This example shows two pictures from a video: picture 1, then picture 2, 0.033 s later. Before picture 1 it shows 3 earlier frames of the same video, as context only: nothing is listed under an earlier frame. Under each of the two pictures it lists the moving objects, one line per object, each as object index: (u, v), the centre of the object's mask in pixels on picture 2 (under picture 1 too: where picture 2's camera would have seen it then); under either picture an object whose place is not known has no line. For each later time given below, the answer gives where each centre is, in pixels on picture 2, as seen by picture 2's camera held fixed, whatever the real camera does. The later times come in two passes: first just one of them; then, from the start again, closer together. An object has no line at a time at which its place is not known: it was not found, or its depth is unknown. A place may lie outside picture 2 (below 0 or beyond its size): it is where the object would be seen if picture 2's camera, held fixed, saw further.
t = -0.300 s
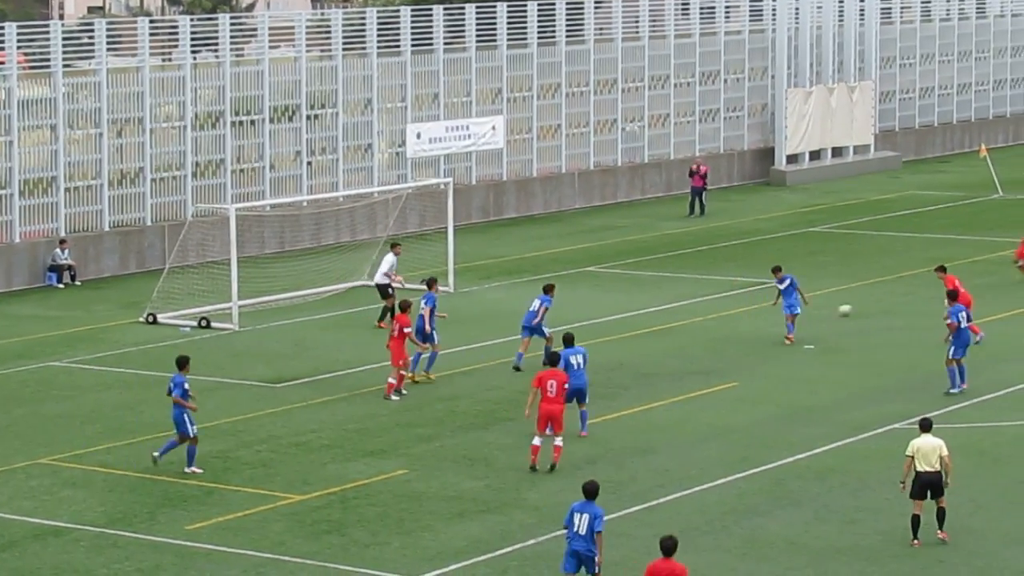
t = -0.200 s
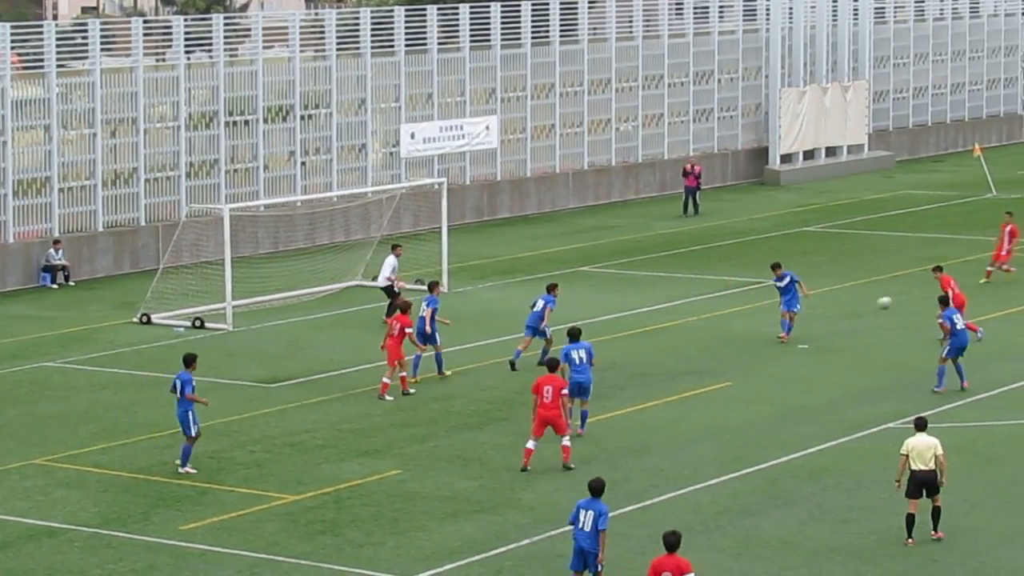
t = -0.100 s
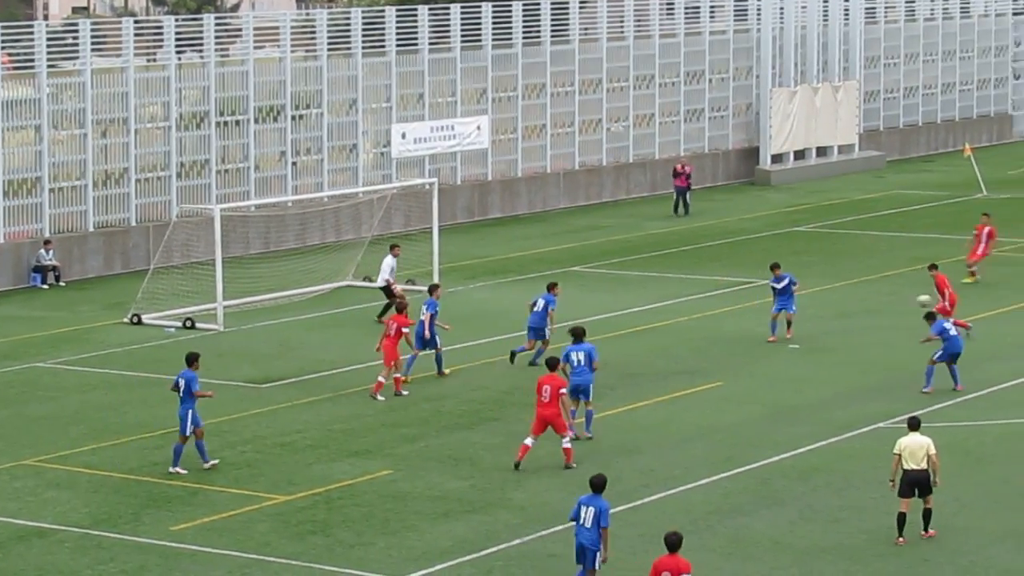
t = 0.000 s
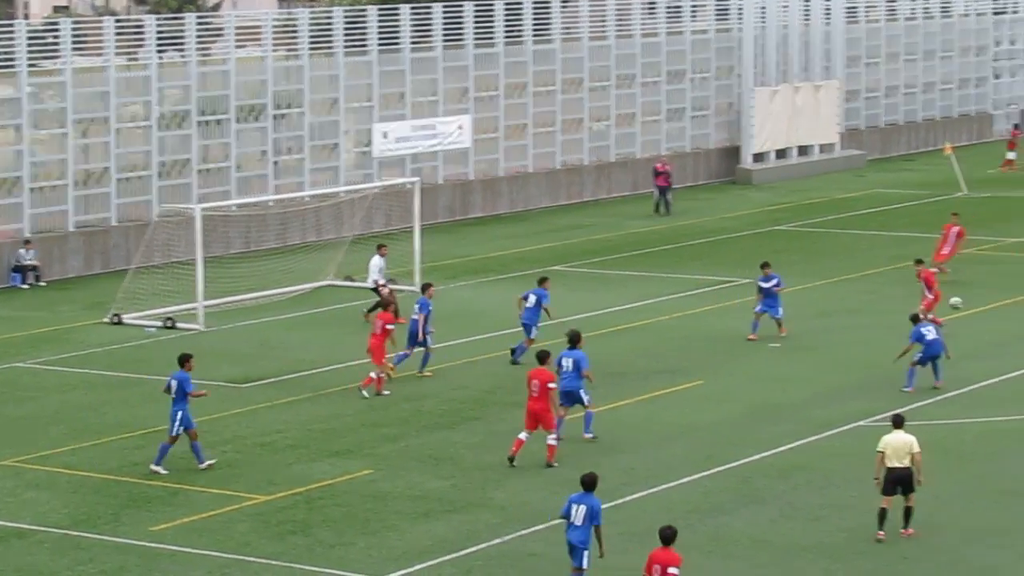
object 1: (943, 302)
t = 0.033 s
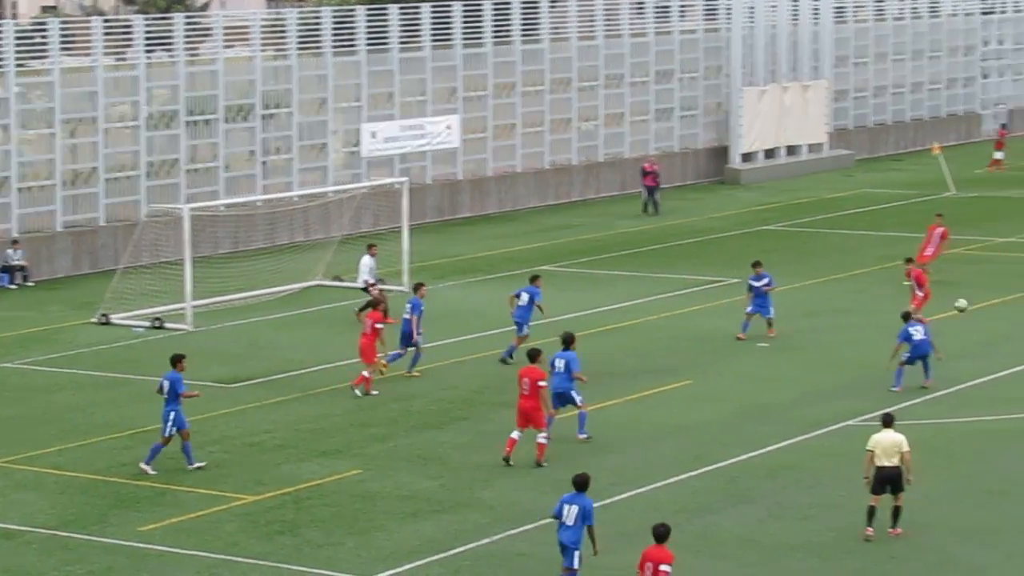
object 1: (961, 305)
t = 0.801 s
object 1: (1402, 434)
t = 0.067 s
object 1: (979, 309)
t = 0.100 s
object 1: (997, 313)
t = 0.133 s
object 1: (1016, 317)
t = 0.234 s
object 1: (1076, 337)
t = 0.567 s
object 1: (1294, 453)
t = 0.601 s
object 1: (1314, 464)
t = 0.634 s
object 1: (1329, 457)
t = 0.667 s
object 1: (1342, 450)
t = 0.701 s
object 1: (1357, 445)
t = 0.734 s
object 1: (1372, 441)
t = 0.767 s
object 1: (1388, 437)
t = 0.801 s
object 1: (1402, 434)
